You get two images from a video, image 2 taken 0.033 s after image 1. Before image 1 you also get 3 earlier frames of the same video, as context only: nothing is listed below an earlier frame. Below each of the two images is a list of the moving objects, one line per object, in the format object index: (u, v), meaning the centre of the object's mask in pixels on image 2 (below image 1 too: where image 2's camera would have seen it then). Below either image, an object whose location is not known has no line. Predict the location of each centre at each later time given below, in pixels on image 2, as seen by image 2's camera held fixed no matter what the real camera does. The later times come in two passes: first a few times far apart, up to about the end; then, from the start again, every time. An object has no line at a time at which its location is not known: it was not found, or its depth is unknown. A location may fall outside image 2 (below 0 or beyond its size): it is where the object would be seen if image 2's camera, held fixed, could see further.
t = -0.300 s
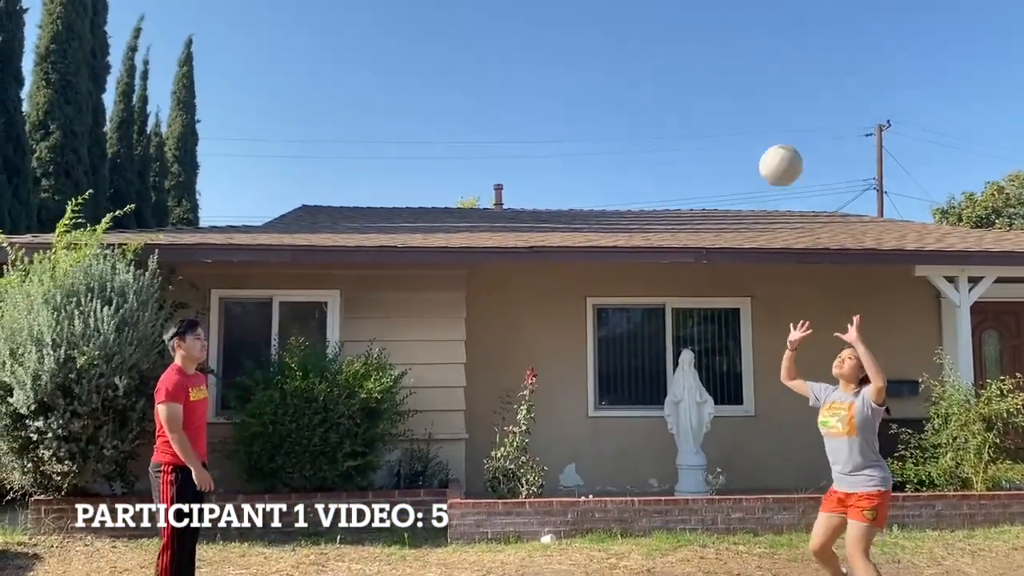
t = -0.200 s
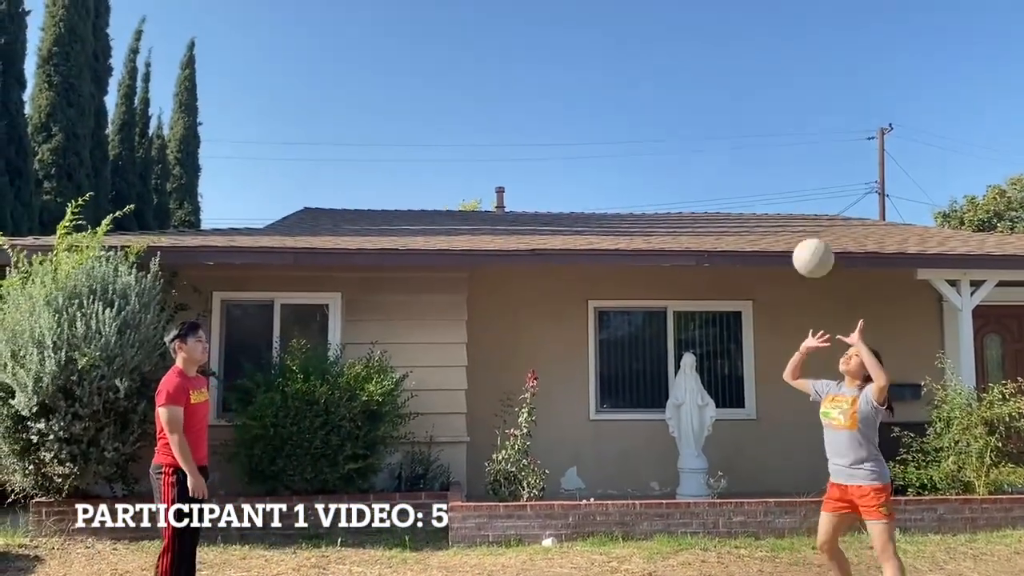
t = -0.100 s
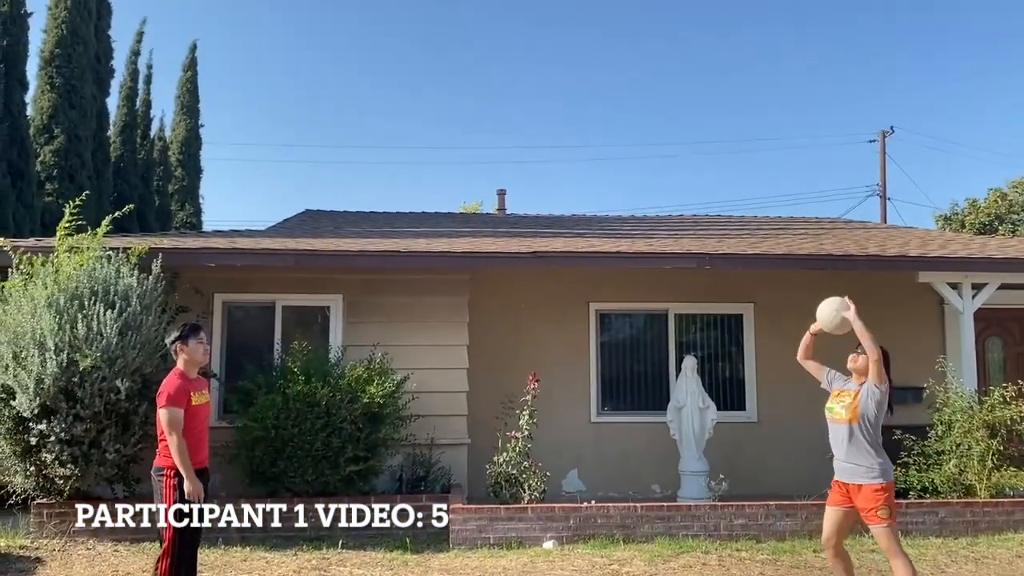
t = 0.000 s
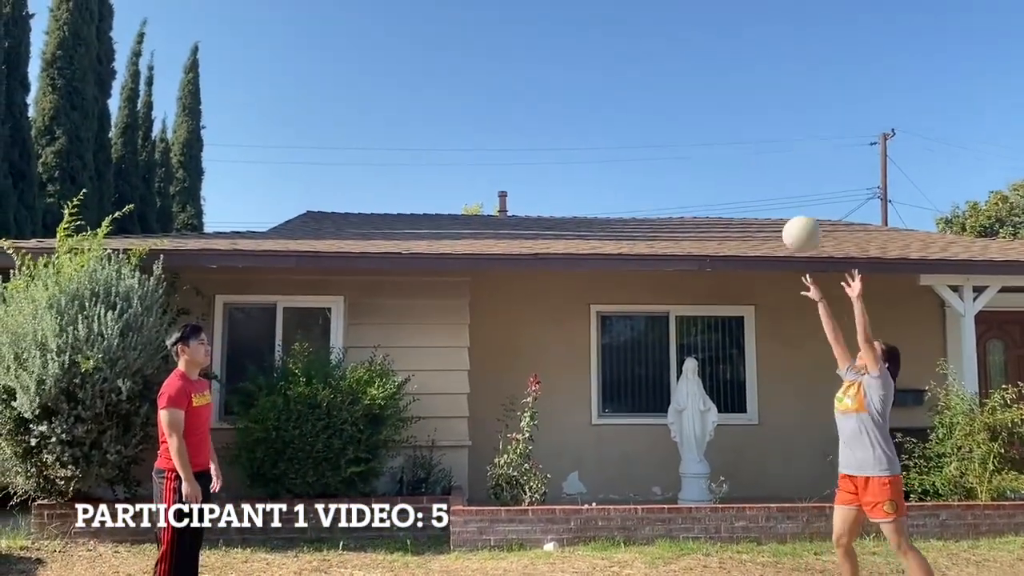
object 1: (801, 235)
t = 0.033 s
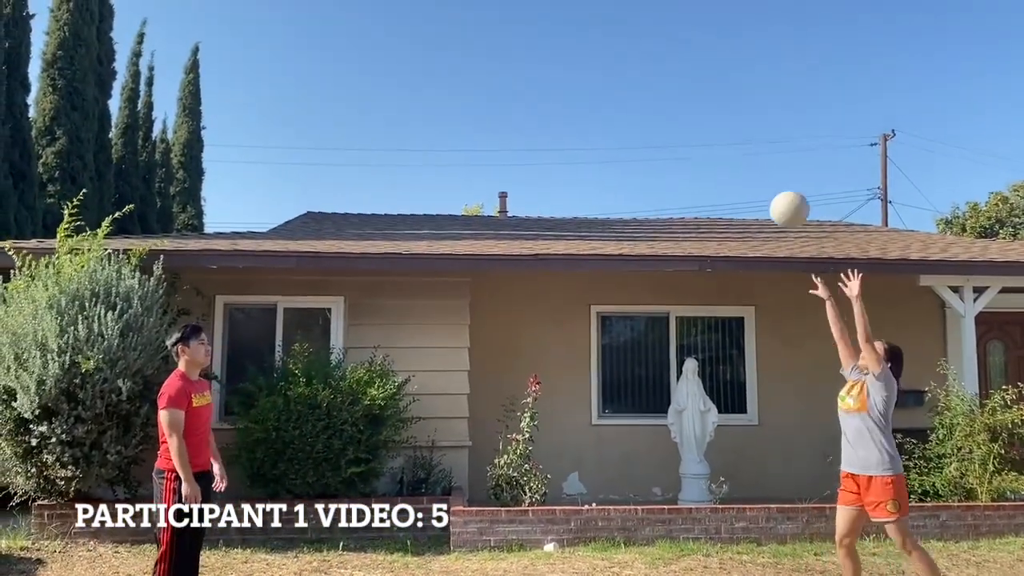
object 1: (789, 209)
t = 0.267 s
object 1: (701, 86)
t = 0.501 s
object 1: (616, 54)
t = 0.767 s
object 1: (519, 136)
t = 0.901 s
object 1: (470, 228)
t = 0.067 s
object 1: (776, 186)
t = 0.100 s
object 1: (764, 165)
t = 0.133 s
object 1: (751, 145)
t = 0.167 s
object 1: (738, 127)
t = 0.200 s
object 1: (726, 111)
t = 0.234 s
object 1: (713, 97)
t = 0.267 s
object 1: (701, 86)
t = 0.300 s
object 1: (689, 75)
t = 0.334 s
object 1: (677, 67)
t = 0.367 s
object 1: (665, 61)
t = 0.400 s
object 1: (652, 56)
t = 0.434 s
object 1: (640, 53)
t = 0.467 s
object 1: (628, 53)
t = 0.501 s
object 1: (616, 54)
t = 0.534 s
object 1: (604, 57)
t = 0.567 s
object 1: (592, 62)
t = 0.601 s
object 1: (579, 70)
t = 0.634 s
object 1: (567, 79)
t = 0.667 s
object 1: (555, 90)
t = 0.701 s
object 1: (543, 103)
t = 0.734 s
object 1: (531, 119)
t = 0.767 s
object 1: (519, 136)
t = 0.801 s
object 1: (507, 156)
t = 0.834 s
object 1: (495, 178)
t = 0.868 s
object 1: (482, 202)
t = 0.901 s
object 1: (470, 228)
